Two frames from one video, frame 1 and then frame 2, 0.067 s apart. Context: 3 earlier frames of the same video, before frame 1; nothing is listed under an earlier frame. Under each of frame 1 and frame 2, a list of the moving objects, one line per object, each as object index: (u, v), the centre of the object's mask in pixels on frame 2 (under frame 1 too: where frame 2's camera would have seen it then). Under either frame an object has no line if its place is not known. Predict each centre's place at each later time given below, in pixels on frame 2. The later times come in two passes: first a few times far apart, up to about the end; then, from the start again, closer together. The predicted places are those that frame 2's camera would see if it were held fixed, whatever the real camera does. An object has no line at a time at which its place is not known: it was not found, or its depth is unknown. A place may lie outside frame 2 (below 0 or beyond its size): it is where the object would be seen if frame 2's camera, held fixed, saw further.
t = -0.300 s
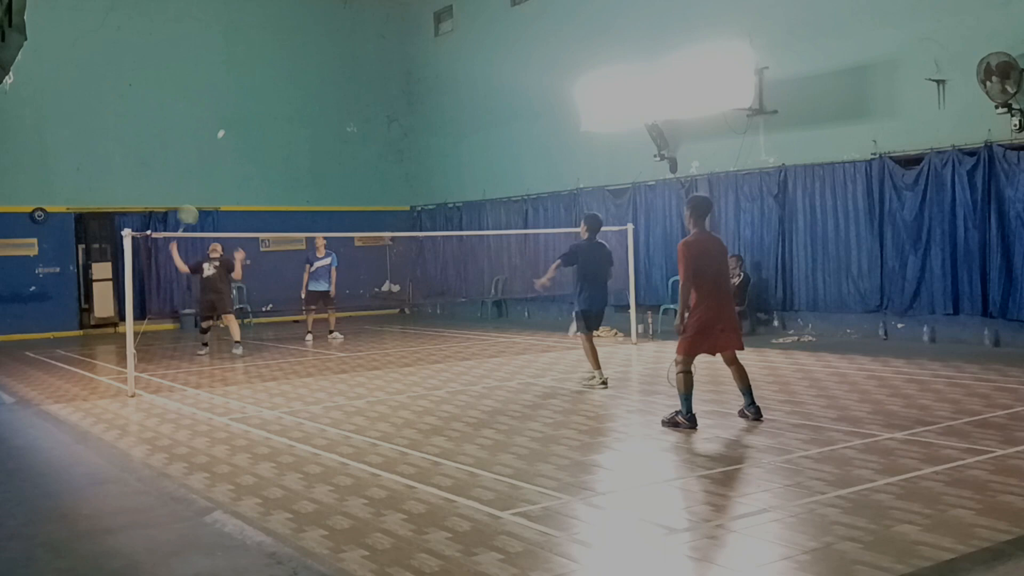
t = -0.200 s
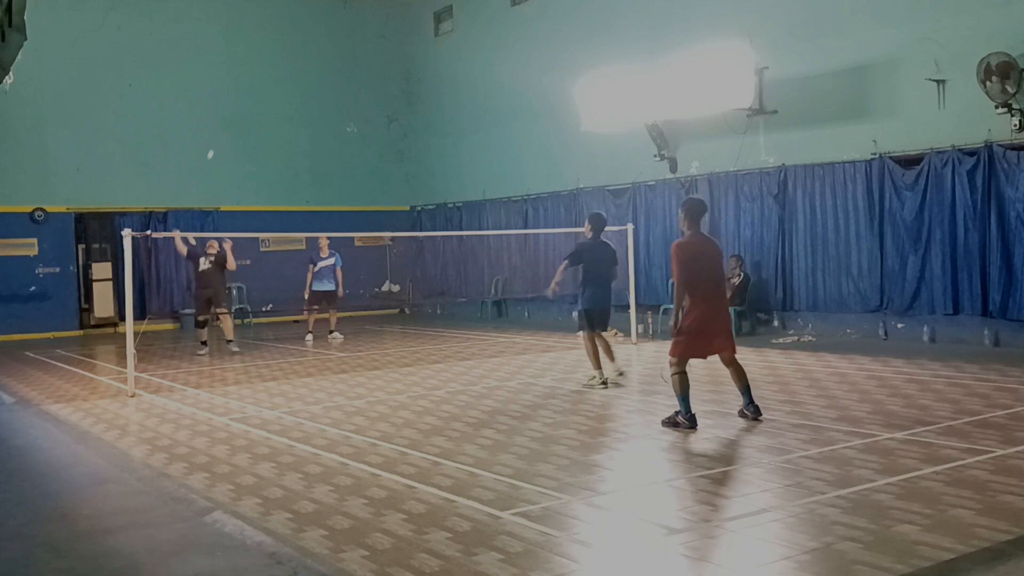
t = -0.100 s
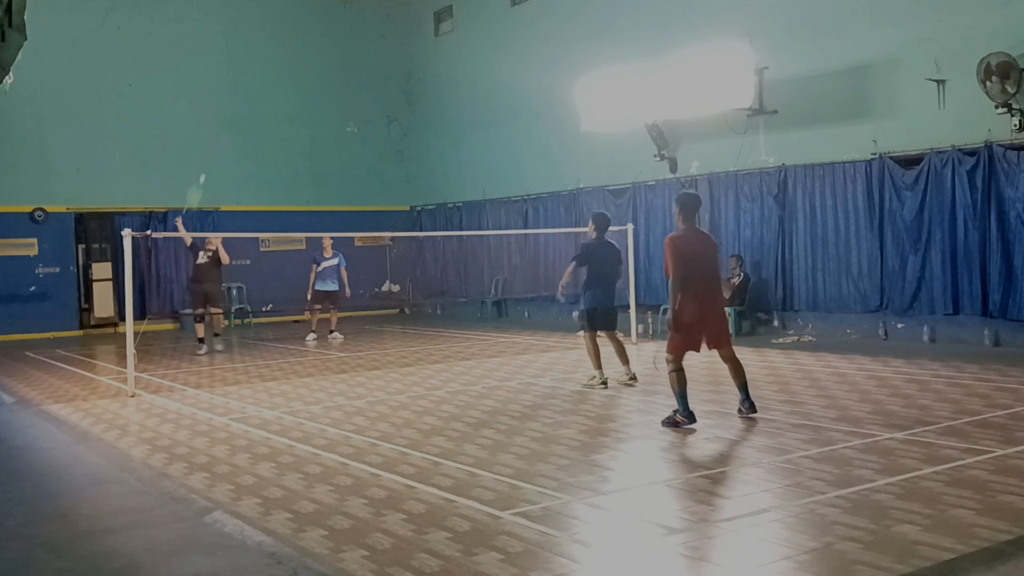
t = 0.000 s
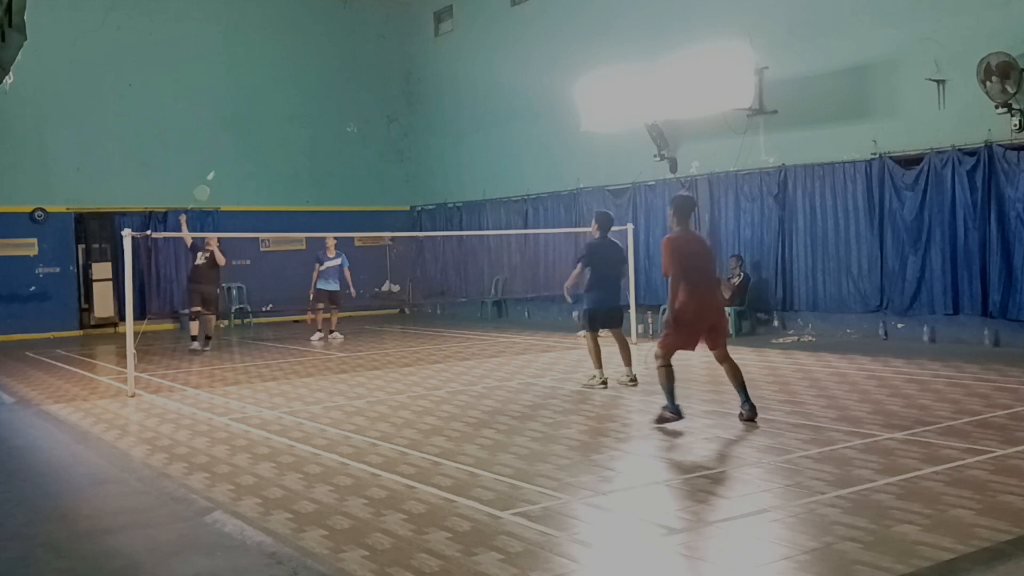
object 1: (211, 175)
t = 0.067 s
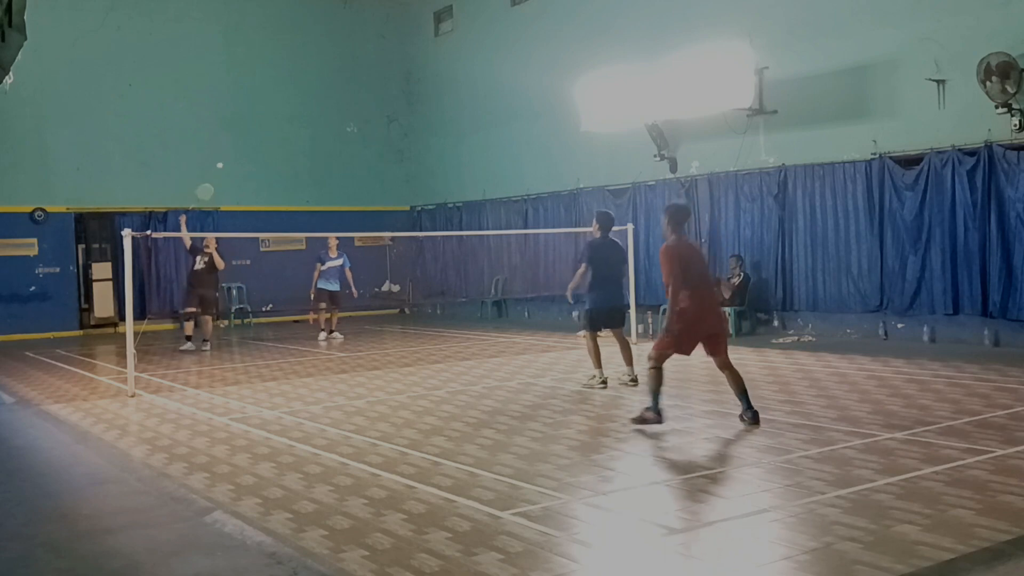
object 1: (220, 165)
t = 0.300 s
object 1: (245, 170)
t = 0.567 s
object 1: (272, 226)
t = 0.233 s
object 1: (238, 165)
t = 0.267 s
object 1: (242, 167)
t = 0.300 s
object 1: (245, 170)
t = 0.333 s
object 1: (249, 174)
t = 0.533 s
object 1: (269, 217)
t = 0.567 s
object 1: (272, 226)
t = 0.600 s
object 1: (275, 237)
